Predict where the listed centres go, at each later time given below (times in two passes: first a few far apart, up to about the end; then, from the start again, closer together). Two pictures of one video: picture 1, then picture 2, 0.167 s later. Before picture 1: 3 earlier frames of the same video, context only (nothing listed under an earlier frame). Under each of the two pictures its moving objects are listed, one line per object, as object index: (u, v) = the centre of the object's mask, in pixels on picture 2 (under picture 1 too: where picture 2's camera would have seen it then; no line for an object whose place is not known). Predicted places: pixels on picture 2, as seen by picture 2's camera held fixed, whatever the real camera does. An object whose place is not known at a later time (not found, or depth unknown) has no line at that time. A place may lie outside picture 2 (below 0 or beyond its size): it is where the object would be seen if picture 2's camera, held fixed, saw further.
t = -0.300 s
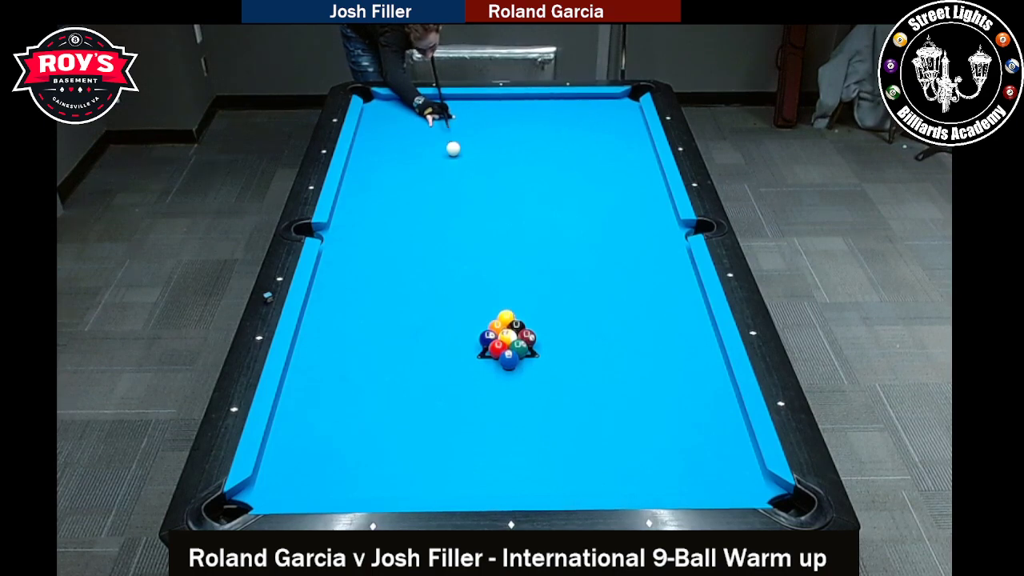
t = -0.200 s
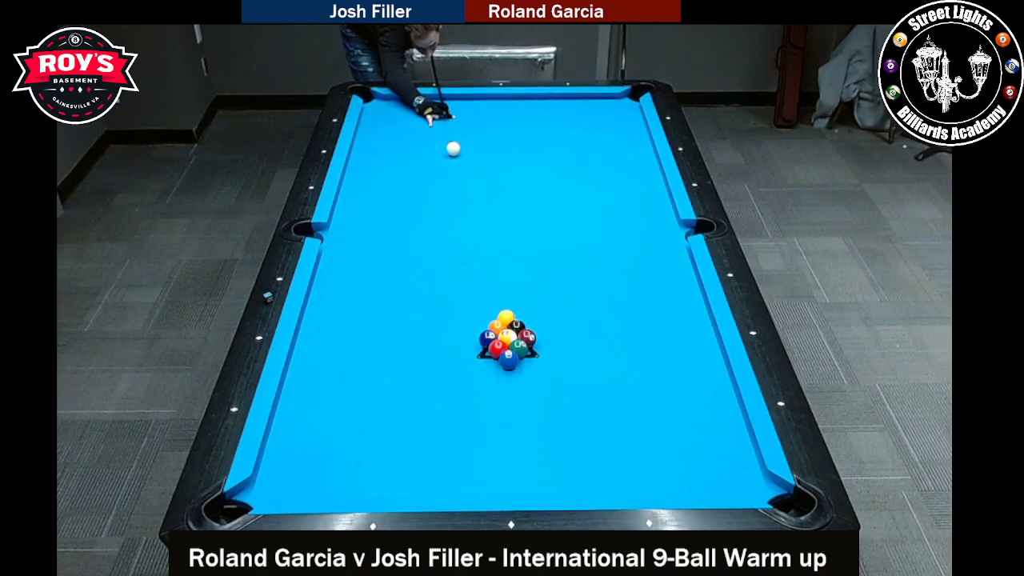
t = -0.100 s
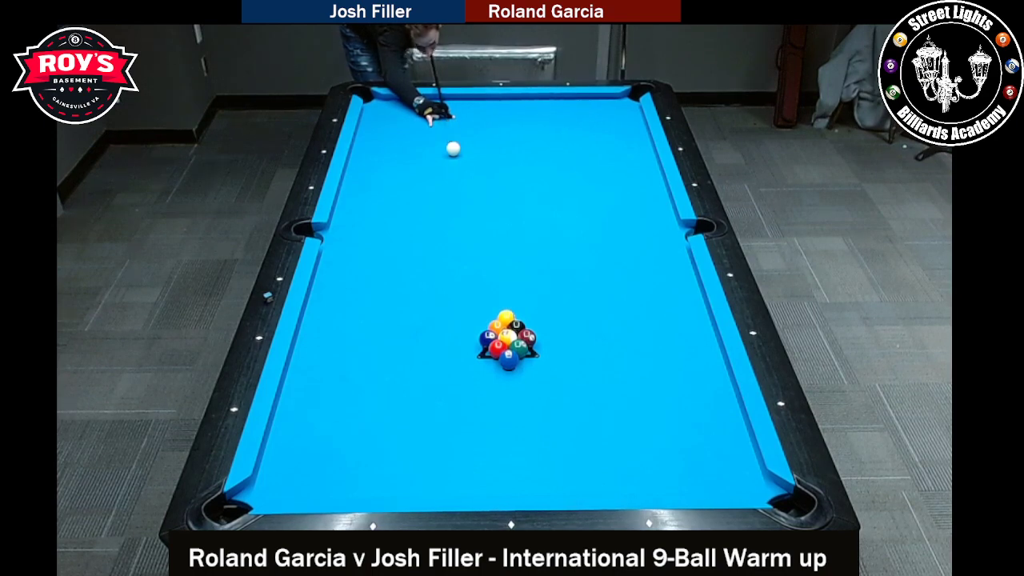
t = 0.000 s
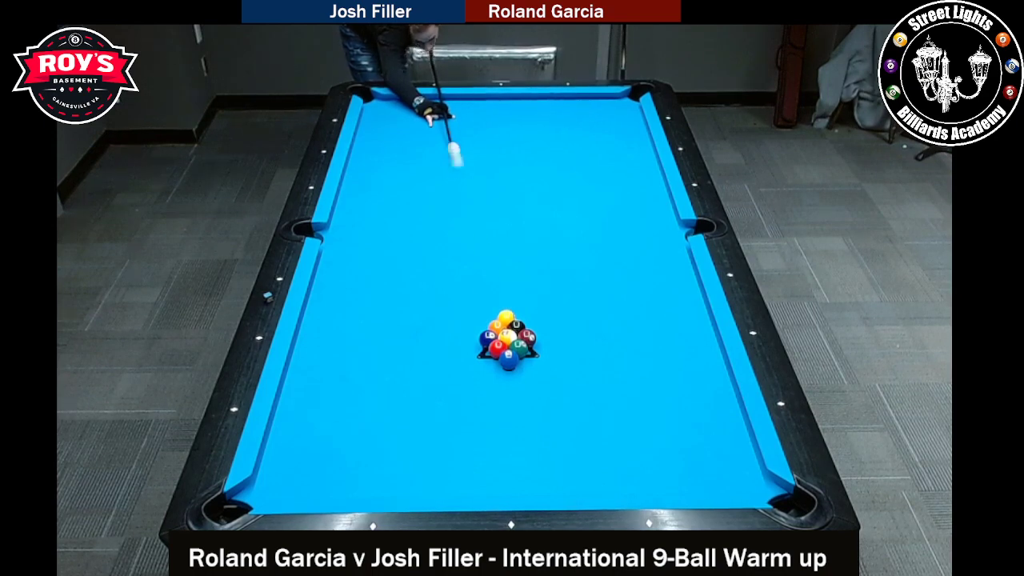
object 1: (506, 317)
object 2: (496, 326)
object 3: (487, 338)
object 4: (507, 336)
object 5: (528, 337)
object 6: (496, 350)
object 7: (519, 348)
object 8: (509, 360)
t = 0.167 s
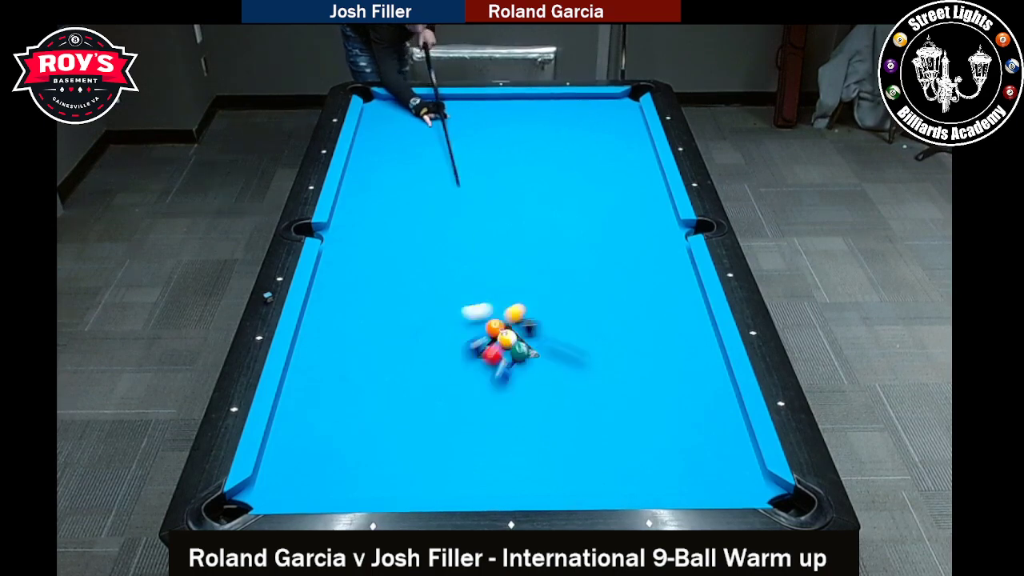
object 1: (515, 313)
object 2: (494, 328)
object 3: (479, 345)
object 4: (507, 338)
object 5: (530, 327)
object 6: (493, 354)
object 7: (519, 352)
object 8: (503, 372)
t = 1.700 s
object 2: (406, 312)
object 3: (507, 406)
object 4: (576, 320)
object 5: (493, 239)
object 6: (355, 296)
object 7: (594, 459)
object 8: (337, 323)
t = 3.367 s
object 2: (375, 308)
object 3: (669, 311)
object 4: (586, 243)
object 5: (394, 183)
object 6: (480, 228)
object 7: (616, 382)
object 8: (454, 233)
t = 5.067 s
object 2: (375, 307)
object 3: (553, 271)
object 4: (482, 207)
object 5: (487, 163)
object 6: (553, 189)
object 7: (623, 365)
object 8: (506, 192)
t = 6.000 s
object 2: (375, 307)
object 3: (521, 258)
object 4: (451, 197)
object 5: (512, 157)
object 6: (571, 180)
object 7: (623, 365)
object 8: (518, 183)
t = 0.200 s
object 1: (525, 307)
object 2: (492, 328)
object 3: (460, 356)
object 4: (507, 340)
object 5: (544, 326)
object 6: (486, 364)
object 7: (521, 357)
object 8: (492, 392)
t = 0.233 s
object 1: (534, 302)
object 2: (490, 328)
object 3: (443, 365)
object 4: (506, 340)
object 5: (559, 323)
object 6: (479, 372)
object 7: (523, 361)
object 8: (483, 412)
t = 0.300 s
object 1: (552, 293)
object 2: (485, 327)
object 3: (411, 384)
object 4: (506, 341)
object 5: (584, 319)
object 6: (466, 388)
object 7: (526, 368)
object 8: (464, 450)
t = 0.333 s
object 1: (559, 290)
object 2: (482, 326)
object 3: (396, 393)
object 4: (505, 341)
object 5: (595, 317)
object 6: (460, 395)
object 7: (529, 372)
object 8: (455, 470)
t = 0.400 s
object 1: (574, 283)
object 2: (478, 325)
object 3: (369, 409)
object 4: (505, 342)
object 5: (616, 313)
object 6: (448, 409)
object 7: (532, 380)
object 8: (440, 482)
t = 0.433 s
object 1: (581, 279)
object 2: (475, 325)
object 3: (354, 418)
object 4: (504, 342)
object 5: (627, 311)
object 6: (441, 417)
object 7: (534, 384)
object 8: (435, 467)
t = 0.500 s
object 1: (595, 272)
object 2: (470, 324)
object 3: (324, 436)
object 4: (504, 343)
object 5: (649, 308)
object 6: (428, 425)
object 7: (537, 391)
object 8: (428, 449)
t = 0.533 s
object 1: (602, 269)
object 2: (468, 323)
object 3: (308, 445)
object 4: (504, 343)
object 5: (659, 306)
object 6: (421, 416)
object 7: (539, 395)
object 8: (424, 456)
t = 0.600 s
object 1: (616, 262)
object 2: (463, 322)
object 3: (277, 463)
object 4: (503, 344)
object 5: (679, 302)
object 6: (409, 401)
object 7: (543, 403)
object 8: (417, 467)
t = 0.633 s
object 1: (622, 259)
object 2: (462, 322)
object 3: (266, 472)
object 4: (503, 344)
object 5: (690, 301)
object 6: (402, 394)
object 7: (545, 407)
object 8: (410, 465)
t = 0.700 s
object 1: (635, 253)
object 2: (457, 321)
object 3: (281, 482)
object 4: (503, 345)
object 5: (690, 296)
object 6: (391, 385)
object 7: (548, 415)
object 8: (397, 452)
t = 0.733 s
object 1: (641, 250)
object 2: (455, 321)
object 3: (287, 487)
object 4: (502, 345)
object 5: (681, 294)
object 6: (385, 380)
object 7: (550, 419)
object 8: (391, 446)
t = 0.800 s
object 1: (654, 244)
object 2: (451, 320)
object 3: (303, 488)
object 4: (502, 346)
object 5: (666, 290)
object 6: (373, 372)
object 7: (554, 427)
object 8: (380, 435)
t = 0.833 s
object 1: (660, 241)
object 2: (449, 319)
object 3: (311, 487)
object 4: (502, 346)
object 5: (659, 287)
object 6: (367, 367)
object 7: (556, 431)
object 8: (374, 429)
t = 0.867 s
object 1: (666, 238)
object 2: (447, 319)
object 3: (320, 485)
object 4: (502, 346)
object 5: (651, 286)
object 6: (362, 363)
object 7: (558, 435)
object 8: (368, 423)
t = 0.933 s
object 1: (678, 232)
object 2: (443, 318)
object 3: (338, 477)
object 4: (502, 347)
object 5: (637, 281)
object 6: (351, 356)
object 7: (562, 443)
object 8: (357, 412)
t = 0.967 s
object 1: (684, 230)
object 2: (441, 318)
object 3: (346, 473)
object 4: (502, 347)
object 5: (630, 279)
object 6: (346, 352)
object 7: (564, 447)
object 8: (352, 407)
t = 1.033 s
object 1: (694, 228)
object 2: (438, 317)
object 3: (362, 466)
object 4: (502, 347)
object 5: (616, 275)
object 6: (335, 344)
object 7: (568, 455)
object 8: (342, 397)
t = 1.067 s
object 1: (697, 231)
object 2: (436, 317)
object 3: (370, 463)
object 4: (502, 347)
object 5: (609, 273)
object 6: (330, 341)
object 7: (570, 460)
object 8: (337, 392)
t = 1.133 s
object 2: (433, 316)
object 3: (387, 456)
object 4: (502, 347)
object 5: (596, 270)
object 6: (321, 333)
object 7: (574, 469)
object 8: (327, 382)
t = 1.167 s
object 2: (431, 316)
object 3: (394, 453)
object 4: (501, 347)
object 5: (589, 267)
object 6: (316, 330)
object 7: (576, 472)
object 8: (322, 378)
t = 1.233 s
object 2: (427, 315)
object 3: (409, 447)
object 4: (501, 347)
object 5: (576, 264)
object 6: (307, 323)
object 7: (580, 481)
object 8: (313, 368)
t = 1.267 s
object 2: (426, 315)
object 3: (417, 443)
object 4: (502, 347)
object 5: (570, 262)
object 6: (310, 321)
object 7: (582, 484)
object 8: (308, 364)
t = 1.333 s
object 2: (422, 314)
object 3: (432, 437)
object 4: (502, 347)
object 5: (557, 258)
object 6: (318, 317)
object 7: (585, 486)
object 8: (299, 356)
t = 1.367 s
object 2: (421, 314)
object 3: (439, 434)
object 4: (502, 347)
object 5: (551, 256)
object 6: (321, 315)
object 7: (586, 484)
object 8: (300, 352)
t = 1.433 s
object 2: (418, 314)
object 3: (453, 428)
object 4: (514, 342)
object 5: (539, 253)
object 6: (328, 311)
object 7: (587, 480)
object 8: (308, 346)
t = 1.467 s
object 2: (416, 314)
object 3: (460, 426)
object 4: (524, 339)
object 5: (533, 251)
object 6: (332, 309)
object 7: (588, 477)
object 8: (312, 343)
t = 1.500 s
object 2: (415, 313)
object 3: (467, 423)
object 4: (533, 336)
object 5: (527, 249)
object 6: (335, 307)
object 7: (589, 475)
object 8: (316, 340)
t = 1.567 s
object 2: (412, 313)
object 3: (481, 417)
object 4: (548, 330)
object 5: (515, 246)
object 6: (342, 303)
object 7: (590, 469)
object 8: (323, 334)
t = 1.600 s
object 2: (410, 313)
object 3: (487, 414)
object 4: (555, 328)
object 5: (510, 244)
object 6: (345, 301)
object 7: (591, 467)
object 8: (327, 332)
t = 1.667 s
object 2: (408, 312)
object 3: (500, 409)
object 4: (569, 323)
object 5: (498, 241)
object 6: (352, 298)
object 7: (593, 462)
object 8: (334, 326)
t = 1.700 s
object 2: (406, 312)
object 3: (507, 406)
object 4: (576, 320)
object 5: (493, 239)
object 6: (355, 296)
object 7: (594, 459)
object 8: (337, 323)
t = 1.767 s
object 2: (404, 312)
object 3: (520, 400)
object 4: (590, 315)
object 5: (482, 235)
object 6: (361, 293)
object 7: (595, 454)
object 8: (344, 318)
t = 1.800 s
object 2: (402, 312)
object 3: (526, 398)
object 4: (596, 313)
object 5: (476, 234)
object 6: (364, 291)
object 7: (595, 452)
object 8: (347, 315)
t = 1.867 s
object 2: (400, 311)
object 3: (538, 393)
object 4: (610, 308)
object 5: (466, 231)
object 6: (370, 288)
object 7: (597, 448)
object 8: (354, 310)
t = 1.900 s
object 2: (399, 311)
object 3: (544, 391)
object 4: (616, 305)
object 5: (460, 229)
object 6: (373, 286)
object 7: (597, 446)
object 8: (357, 308)
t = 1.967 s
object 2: (397, 311)
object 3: (556, 386)
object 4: (629, 301)
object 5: (450, 226)
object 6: (379, 283)
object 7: (598, 441)
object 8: (363, 303)
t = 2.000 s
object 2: (396, 311)
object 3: (562, 383)
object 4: (635, 299)
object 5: (445, 224)
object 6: (382, 281)
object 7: (599, 440)
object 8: (366, 301)
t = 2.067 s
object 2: (394, 311)
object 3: (573, 379)
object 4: (648, 294)
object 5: (435, 221)
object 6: (387, 278)
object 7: (600, 435)
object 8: (372, 296)
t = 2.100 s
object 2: (393, 310)
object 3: (578, 377)
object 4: (654, 292)
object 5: (430, 220)
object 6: (390, 277)
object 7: (601, 433)
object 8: (375, 294)
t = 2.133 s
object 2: (392, 310)
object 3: (584, 374)
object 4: (660, 290)
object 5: (425, 219)
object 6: (393, 275)
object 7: (601, 432)
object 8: (378, 292)
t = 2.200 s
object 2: (390, 310)
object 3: (595, 370)
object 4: (672, 285)
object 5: (415, 216)
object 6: (398, 273)
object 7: (602, 428)
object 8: (384, 287)
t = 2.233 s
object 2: (389, 310)
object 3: (600, 367)
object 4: (677, 283)
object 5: (411, 214)
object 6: (400, 271)
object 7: (603, 426)
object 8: (386, 285)
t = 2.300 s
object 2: (387, 310)
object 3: (611, 363)
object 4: (689, 279)
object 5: (401, 212)
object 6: (406, 268)
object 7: (603, 423)
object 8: (392, 281)
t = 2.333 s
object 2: (386, 310)
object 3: (616, 361)
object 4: (690, 277)
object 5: (396, 210)
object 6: (408, 267)
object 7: (604, 421)
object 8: (395, 279)
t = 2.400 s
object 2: (385, 309)
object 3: (626, 357)
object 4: (681, 274)
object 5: (388, 207)
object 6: (413, 264)
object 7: (605, 418)
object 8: (400, 275)
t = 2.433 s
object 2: (384, 309)
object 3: (631, 355)
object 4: (677, 273)
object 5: (383, 206)
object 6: (416, 263)
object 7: (605, 416)
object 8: (402, 273)
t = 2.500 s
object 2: (383, 309)
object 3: (641, 351)
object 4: (670, 271)
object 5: (374, 203)
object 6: (421, 260)
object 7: (606, 412)
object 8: (407, 269)
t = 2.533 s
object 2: (382, 309)
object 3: (646, 349)
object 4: (666, 269)
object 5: (370, 202)
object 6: (423, 259)
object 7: (607, 411)
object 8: (410, 267)
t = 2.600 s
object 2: (381, 309)
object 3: (655, 345)
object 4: (659, 267)
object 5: (361, 200)
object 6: (428, 256)
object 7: (608, 408)
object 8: (414, 264)
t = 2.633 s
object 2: (381, 309)
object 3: (659, 343)
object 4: (655, 266)
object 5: (357, 199)
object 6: (431, 255)
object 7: (608, 406)
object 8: (417, 263)
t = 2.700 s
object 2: (379, 309)
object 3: (669, 339)
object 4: (648, 263)
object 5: (348, 196)
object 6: (436, 253)
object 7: (609, 403)
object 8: (420, 259)
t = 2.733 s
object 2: (379, 308)
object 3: (673, 338)
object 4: (645, 262)
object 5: (344, 195)
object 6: (438, 251)
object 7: (609, 402)
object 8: (422, 258)
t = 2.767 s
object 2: (378, 308)
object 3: (678, 336)
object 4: (641, 261)
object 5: (344, 194)
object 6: (440, 250)
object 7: (610, 401)
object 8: (424, 256)
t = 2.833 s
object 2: (378, 308)
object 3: (686, 332)
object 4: (635, 259)
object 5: (350, 192)
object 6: (445, 247)
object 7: (610, 399)
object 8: (428, 253)
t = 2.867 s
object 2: (377, 308)
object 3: (691, 330)
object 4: (632, 258)
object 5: (353, 192)
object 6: (448, 246)
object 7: (611, 398)
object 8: (429, 252)
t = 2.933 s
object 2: (377, 308)
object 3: (699, 327)
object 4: (625, 256)
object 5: (359, 191)
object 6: (453, 243)
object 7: (611, 395)
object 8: (433, 249)
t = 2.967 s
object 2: (377, 308)
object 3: (703, 325)
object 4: (622, 254)
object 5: (362, 190)
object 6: (455, 242)
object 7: (612, 394)
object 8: (435, 248)
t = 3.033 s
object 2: (376, 308)
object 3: (702, 323)
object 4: (615, 253)
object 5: (367, 189)
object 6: (459, 239)
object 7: (612, 392)
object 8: (438, 245)
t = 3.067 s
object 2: (376, 308)
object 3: (699, 321)
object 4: (613, 252)
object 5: (370, 188)
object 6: (462, 238)
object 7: (613, 391)
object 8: (440, 244)
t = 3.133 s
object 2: (375, 308)
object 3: (692, 319)
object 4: (607, 249)
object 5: (375, 187)
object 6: (466, 236)
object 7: (613, 388)
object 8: (443, 241)
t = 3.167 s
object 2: (375, 308)
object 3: (688, 318)
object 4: (603, 248)
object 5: (378, 187)
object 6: (468, 235)
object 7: (614, 387)
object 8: (445, 240)
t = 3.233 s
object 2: (375, 308)
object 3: (682, 315)
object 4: (597, 247)
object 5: (383, 185)
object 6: (472, 232)
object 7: (614, 385)
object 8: (448, 237)
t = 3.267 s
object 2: (375, 308)
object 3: (678, 314)
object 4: (595, 246)
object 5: (386, 185)
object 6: (474, 231)
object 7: (615, 385)
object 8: (450, 236)
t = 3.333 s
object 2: (375, 308)
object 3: (672, 312)
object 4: (589, 244)
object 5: (391, 184)
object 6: (479, 229)
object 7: (615, 382)
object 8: (453, 234)
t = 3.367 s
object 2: (375, 308)
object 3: (669, 311)
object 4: (586, 243)
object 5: (394, 183)
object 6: (480, 228)
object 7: (616, 382)
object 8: (454, 233)
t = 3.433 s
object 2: (375, 308)
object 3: (663, 309)
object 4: (581, 241)
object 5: (398, 182)
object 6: (484, 226)
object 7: (616, 380)
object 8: (457, 230)
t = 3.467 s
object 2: (375, 308)
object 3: (660, 308)
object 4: (579, 240)
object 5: (401, 182)
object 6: (486, 225)
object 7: (617, 379)
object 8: (458, 229)
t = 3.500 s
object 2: (375, 308)
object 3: (657, 307)
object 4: (576, 238)
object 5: (403, 181)
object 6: (488, 224)
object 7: (617, 378)
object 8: (460, 228)
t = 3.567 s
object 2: (375, 308)
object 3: (651, 305)
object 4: (570, 235)
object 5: (408, 180)
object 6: (492, 222)
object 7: (617, 377)
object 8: (463, 226)
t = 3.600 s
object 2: (375, 308)
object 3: (648, 304)
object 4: (568, 235)
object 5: (410, 179)
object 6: (494, 221)
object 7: (618, 377)
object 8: (464, 225)
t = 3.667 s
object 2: (375, 308)
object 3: (642, 302)
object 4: (562, 234)
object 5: (415, 178)
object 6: (497, 219)
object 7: (618, 375)
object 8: (467, 223)
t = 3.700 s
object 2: (375, 308)
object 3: (639, 301)
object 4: (560, 233)
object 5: (417, 178)
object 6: (499, 218)
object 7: (619, 375)
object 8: (468, 222)
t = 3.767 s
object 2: (375, 308)
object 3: (634, 299)
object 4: (555, 232)
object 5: (421, 177)
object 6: (502, 216)
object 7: (619, 373)
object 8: (471, 220)
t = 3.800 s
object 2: (375, 308)
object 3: (631, 298)
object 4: (553, 231)
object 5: (424, 177)
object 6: (504, 215)
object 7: (620, 373)
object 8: (472, 219)
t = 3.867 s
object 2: (375, 308)
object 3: (626, 296)
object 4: (548, 229)
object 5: (428, 176)
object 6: (508, 213)
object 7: (620, 372)
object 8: (475, 217)
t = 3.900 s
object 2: (375, 307)
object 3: (623, 295)
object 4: (546, 229)
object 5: (430, 175)
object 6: (509, 212)
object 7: (620, 371)
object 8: (476, 216)
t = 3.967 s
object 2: (375, 307)
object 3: (618, 294)
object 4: (541, 227)
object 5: (434, 174)
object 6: (512, 211)
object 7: (621, 370)
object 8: (478, 214)
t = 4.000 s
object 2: (375, 307)
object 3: (616, 293)
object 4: (539, 226)
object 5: (436, 174)
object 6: (514, 210)
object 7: (621, 370)
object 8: (479, 213)
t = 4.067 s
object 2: (375, 307)
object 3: (611, 291)
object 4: (535, 225)
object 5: (440, 173)
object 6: (517, 208)
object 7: (621, 369)
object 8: (481, 212)
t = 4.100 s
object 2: (375, 307)
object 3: (609, 290)
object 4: (533, 224)
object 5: (442, 173)
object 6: (518, 208)
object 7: (621, 369)
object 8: (482, 211)
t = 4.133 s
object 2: (375, 307)
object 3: (607, 289)
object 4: (531, 223)
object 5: (444, 172)
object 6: (520, 207)
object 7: (622, 368)
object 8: (483, 210)
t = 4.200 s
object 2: (375, 308)
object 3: (602, 288)
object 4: (526, 222)
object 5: (448, 172)
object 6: (523, 205)
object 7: (622, 367)
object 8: (485, 208)
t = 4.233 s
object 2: (375, 307)
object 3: (600, 287)
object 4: (525, 221)
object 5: (450, 171)
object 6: (524, 204)
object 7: (622, 367)
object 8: (486, 207)
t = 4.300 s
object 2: (375, 308)
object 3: (595, 286)
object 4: (521, 220)
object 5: (453, 171)
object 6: (527, 203)
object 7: (622, 366)
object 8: (488, 206)
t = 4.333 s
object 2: (375, 307)
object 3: (593, 285)
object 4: (518, 219)
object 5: (455, 170)
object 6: (528, 202)
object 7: (622, 366)
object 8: (489, 205)
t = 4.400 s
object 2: (375, 307)
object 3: (589, 283)
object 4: (515, 218)
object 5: (458, 169)
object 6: (531, 201)
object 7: (622, 366)
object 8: (491, 204)
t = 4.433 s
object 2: (375, 308)
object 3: (587, 283)
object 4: (513, 218)
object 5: (460, 169)
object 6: (532, 200)
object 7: (622, 366)
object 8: (492, 203)
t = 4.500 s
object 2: (375, 308)
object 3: (583, 281)
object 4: (510, 216)
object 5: (463, 168)
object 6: (535, 199)
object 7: (622, 365)
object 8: (494, 201)
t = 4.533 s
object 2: (375, 307)
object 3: (581, 281)
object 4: (508, 216)
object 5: (465, 168)
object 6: (536, 198)
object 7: (622, 365)
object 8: (495, 201)
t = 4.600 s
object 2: (375, 307)
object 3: (577, 279)
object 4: (504, 214)
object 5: (468, 167)
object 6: (538, 197)
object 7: (623, 365)
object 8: (496, 199)
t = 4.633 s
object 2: (375, 308)
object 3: (575, 279)
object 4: (502, 214)
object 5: (470, 167)
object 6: (540, 196)
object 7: (623, 365)
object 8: (497, 199)
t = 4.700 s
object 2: (375, 308)
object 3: (571, 277)
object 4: (499, 212)
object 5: (473, 167)
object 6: (542, 195)
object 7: (623, 365)
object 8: (499, 197)
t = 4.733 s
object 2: (375, 307)
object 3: (569, 277)
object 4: (497, 212)
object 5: (474, 166)
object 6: (543, 195)
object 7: (622, 365)
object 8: (500, 197)
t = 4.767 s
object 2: (375, 308)
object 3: (568, 276)
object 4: (495, 211)
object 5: (475, 166)
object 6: (544, 194)
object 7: (623, 364)
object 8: (500, 196)
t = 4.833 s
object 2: (375, 307)
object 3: (564, 275)
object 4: (492, 210)
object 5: (478, 166)
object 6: (546, 193)
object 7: (623, 364)
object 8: (501, 196)
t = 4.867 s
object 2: (375, 307)
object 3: (563, 274)
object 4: (491, 210)
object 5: (480, 165)
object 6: (547, 192)
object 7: (623, 365)
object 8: (502, 195)
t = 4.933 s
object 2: (375, 307)
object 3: (559, 273)
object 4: (488, 209)
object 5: (482, 164)
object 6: (549, 191)
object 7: (623, 365)
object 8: (504, 194)
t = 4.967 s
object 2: (375, 307)
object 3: (558, 272)
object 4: (486, 208)
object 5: (484, 164)
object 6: (550, 191)
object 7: (623, 365)
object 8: (504, 193)
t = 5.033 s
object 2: (375, 307)
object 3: (555, 271)
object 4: (483, 207)
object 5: (486, 164)
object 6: (552, 190)
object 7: (623, 365)
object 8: (506, 192)
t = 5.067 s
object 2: (375, 307)
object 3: (553, 271)
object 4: (482, 207)
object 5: (487, 163)
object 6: (553, 189)
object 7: (623, 365)
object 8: (506, 192)
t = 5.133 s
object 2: (375, 308)
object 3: (550, 269)
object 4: (479, 206)
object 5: (490, 163)
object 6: (555, 188)
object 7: (623, 365)
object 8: (507, 191)
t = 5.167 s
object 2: (375, 307)
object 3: (549, 269)
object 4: (477, 206)
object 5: (491, 162)
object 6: (556, 188)
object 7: (623, 365)
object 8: (508, 190)
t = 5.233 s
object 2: (375, 307)
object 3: (546, 268)
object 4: (475, 205)
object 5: (493, 162)
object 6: (557, 187)
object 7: (623, 365)
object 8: (509, 189)
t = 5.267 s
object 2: (375, 307)
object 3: (545, 268)
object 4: (473, 204)
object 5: (494, 162)
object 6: (558, 186)
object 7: (623, 365)
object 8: (509, 189)
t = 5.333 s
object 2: (375, 307)
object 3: (542, 267)
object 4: (471, 203)
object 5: (496, 161)
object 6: (560, 186)
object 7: (623, 365)
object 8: (510, 188)
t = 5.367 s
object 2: (375, 308)
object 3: (540, 266)
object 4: (470, 203)
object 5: (497, 161)
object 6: (560, 185)
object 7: (623, 365)
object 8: (511, 188)
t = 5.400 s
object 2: (375, 307)
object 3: (539, 266)
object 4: (468, 203)
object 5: (498, 161)
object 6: (561, 185)
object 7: (623, 365)
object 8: (512, 187)
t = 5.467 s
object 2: (375, 308)
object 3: (537, 265)
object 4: (466, 202)
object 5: (500, 161)
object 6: (562, 184)
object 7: (623, 365)
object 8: (512, 187)
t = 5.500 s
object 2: (375, 307)
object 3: (536, 264)
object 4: (465, 201)
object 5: (501, 160)
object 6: (563, 184)
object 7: (623, 365)
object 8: (513, 186)
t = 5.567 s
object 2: (375, 308)
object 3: (533, 263)
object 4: (463, 201)
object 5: (503, 160)
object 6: (564, 183)
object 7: (623, 365)
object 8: (514, 186)
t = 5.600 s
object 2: (375, 308)
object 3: (532, 263)
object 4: (462, 200)
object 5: (504, 160)
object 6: (565, 183)
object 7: (623, 365)
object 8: (514, 186)
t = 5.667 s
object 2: (375, 307)
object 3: (530, 262)
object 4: (460, 200)
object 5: (505, 159)
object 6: (566, 182)
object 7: (623, 365)
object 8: (515, 185)
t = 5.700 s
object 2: (375, 308)
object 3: (529, 261)
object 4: (459, 199)
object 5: (506, 159)
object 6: (567, 182)
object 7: (623, 365)
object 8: (515, 185)
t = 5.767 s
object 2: (375, 307)
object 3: (527, 261)
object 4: (457, 199)
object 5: (508, 158)
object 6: (568, 181)
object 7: (623, 365)
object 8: (516, 184)
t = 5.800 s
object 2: (375, 307)
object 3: (526, 260)
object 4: (456, 198)
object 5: (508, 158)
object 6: (568, 181)
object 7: (623, 365)
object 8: (516, 184)
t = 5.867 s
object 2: (375, 308)
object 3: (524, 260)
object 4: (454, 198)
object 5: (510, 158)
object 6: (569, 181)
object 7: (623, 364)
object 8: (517, 184)
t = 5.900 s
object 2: (375, 308)
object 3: (523, 259)
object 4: (453, 197)
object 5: (510, 158)
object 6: (569, 180)
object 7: (623, 365)
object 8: (517, 183)
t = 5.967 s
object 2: (375, 307)
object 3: (521, 258)
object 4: (451, 197)
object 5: (512, 157)
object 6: (570, 180)
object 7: (623, 365)
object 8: (518, 183)
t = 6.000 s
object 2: (375, 307)
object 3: (521, 258)
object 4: (451, 197)
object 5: (512, 157)
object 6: (571, 180)
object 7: (623, 365)
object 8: (518, 183)
